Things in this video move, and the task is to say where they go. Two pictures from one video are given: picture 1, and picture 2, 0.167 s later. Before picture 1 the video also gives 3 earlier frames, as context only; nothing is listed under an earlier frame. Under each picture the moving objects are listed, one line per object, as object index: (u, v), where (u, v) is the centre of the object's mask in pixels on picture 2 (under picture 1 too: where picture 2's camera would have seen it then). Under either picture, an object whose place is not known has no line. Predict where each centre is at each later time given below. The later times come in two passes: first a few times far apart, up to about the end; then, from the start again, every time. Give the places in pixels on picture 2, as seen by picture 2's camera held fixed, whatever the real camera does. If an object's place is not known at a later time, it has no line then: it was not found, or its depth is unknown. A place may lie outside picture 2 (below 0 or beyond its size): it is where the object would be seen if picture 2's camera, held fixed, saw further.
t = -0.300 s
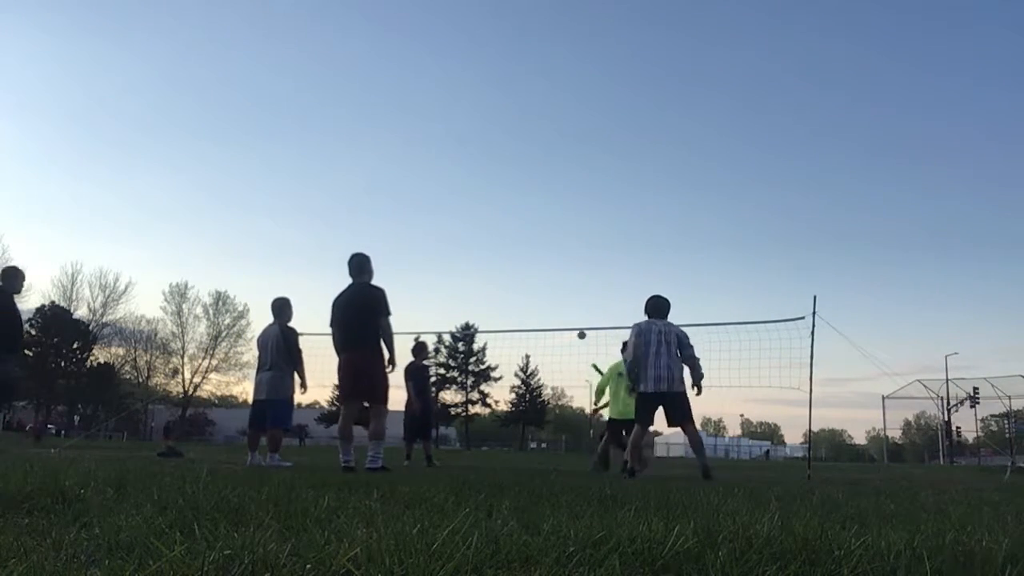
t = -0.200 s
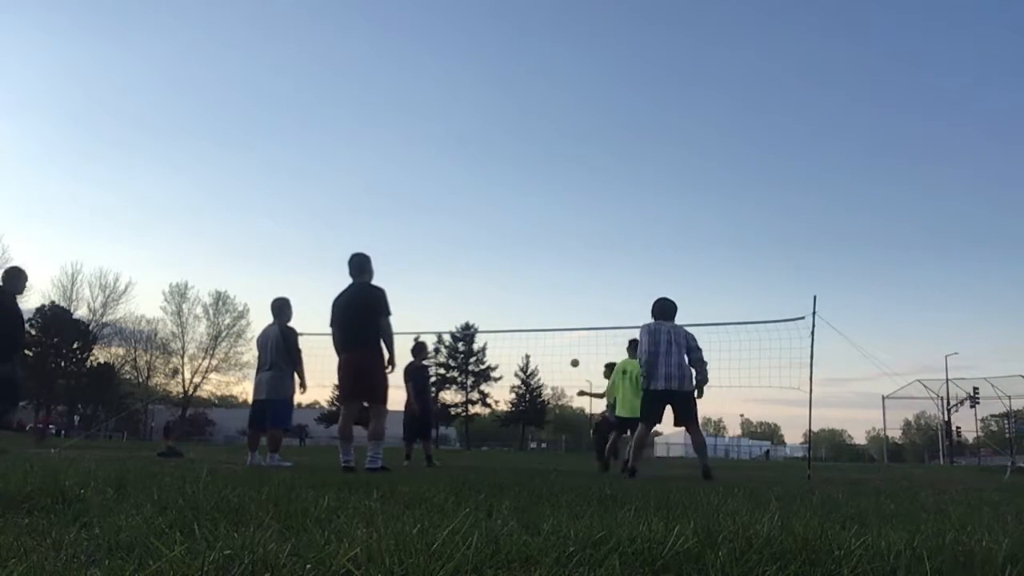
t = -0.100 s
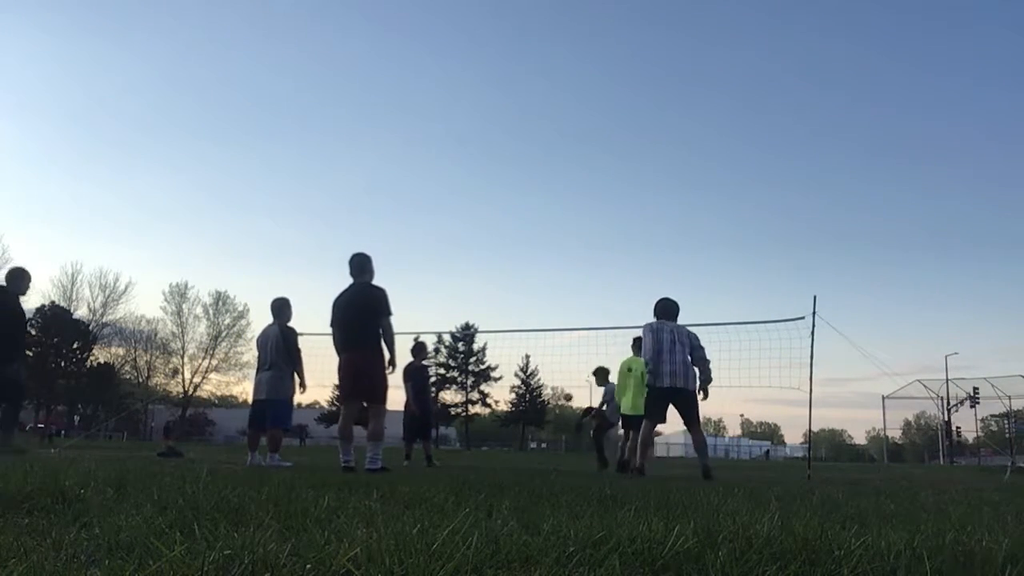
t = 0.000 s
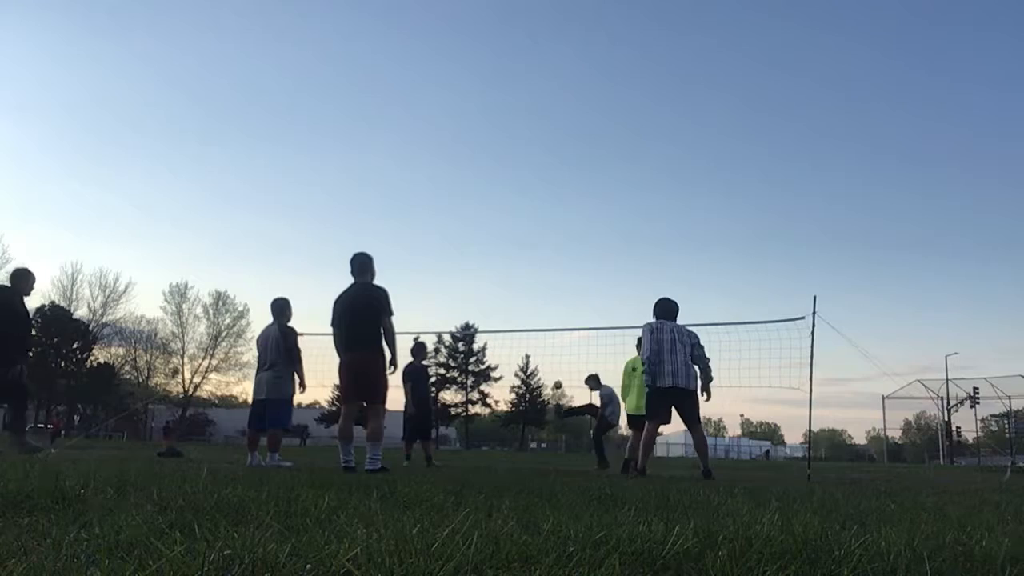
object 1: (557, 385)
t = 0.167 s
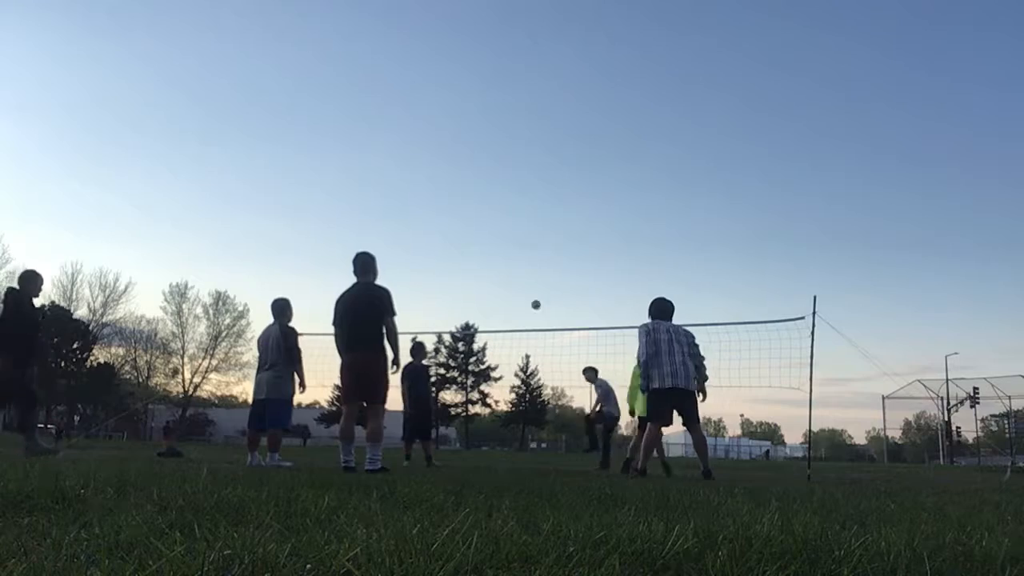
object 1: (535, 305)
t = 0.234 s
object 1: (526, 277)
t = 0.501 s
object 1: (487, 195)
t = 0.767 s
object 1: (441, 158)
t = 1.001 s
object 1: (394, 169)
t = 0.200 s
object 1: (531, 291)
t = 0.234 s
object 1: (526, 277)
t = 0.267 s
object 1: (521, 264)
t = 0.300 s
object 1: (517, 253)
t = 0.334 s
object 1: (512, 241)
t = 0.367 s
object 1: (507, 230)
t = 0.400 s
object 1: (502, 221)
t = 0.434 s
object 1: (497, 211)
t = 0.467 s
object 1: (492, 203)
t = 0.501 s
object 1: (487, 195)
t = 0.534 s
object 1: (482, 188)
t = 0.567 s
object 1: (476, 181)
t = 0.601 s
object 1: (471, 175)
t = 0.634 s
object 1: (465, 170)
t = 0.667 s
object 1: (459, 166)
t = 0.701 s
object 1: (454, 163)
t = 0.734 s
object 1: (447, 160)
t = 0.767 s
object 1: (441, 158)
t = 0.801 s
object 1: (435, 157)
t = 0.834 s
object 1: (428, 156)
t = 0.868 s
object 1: (422, 157)
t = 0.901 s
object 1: (415, 159)
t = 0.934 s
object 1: (408, 161)
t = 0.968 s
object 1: (401, 164)
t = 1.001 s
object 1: (394, 169)
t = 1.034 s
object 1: (386, 174)
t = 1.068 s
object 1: (378, 180)
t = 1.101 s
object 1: (370, 188)
